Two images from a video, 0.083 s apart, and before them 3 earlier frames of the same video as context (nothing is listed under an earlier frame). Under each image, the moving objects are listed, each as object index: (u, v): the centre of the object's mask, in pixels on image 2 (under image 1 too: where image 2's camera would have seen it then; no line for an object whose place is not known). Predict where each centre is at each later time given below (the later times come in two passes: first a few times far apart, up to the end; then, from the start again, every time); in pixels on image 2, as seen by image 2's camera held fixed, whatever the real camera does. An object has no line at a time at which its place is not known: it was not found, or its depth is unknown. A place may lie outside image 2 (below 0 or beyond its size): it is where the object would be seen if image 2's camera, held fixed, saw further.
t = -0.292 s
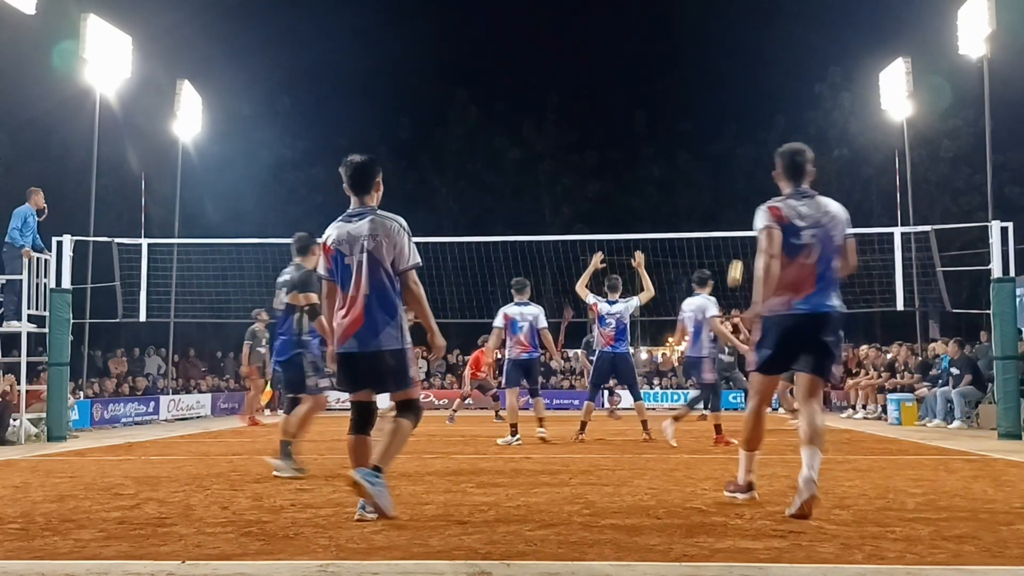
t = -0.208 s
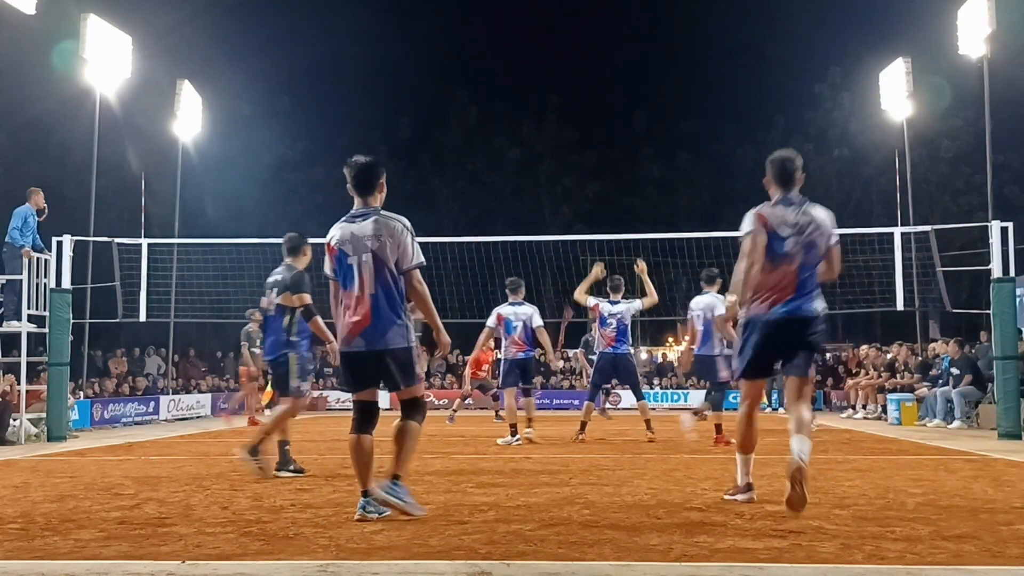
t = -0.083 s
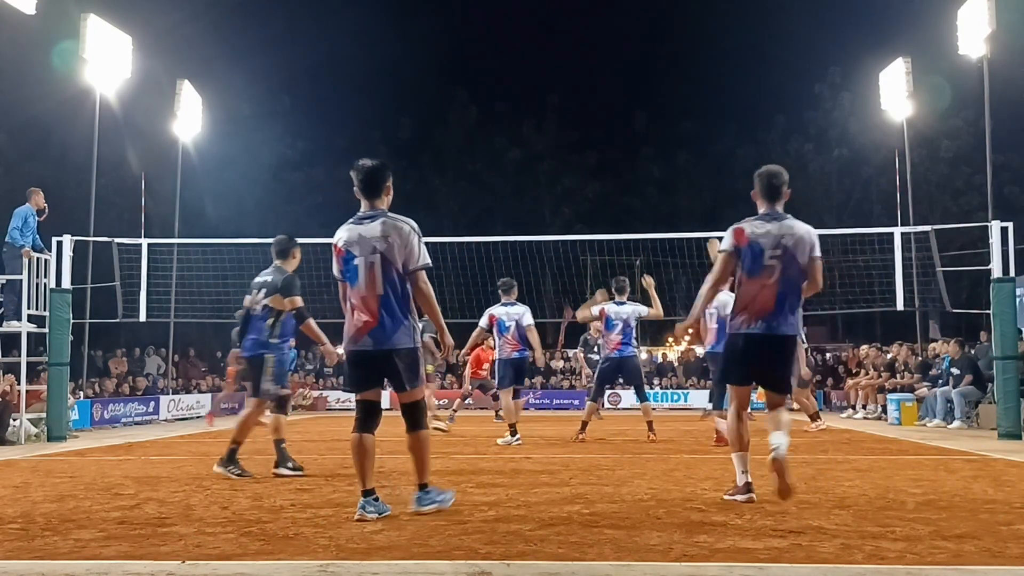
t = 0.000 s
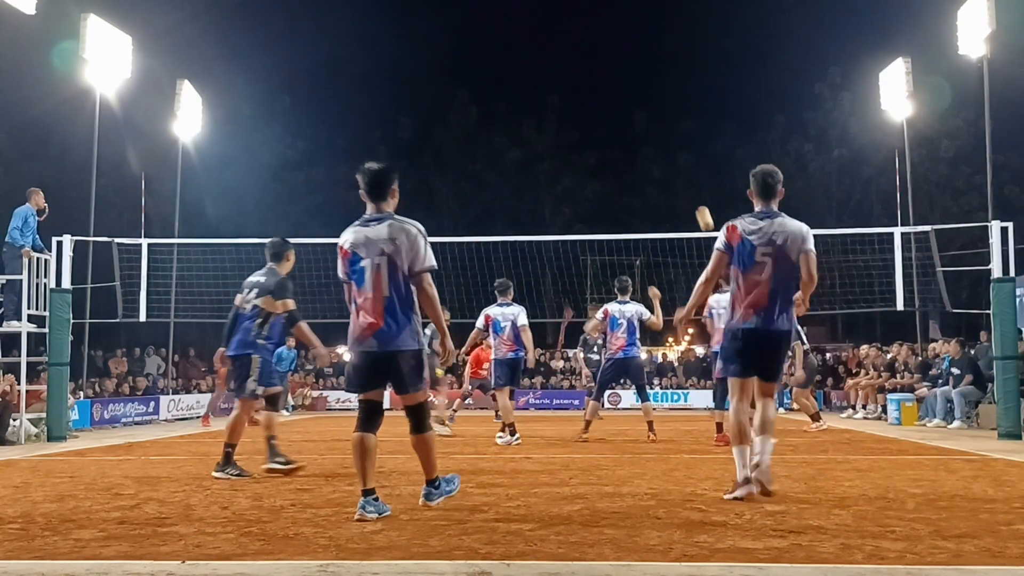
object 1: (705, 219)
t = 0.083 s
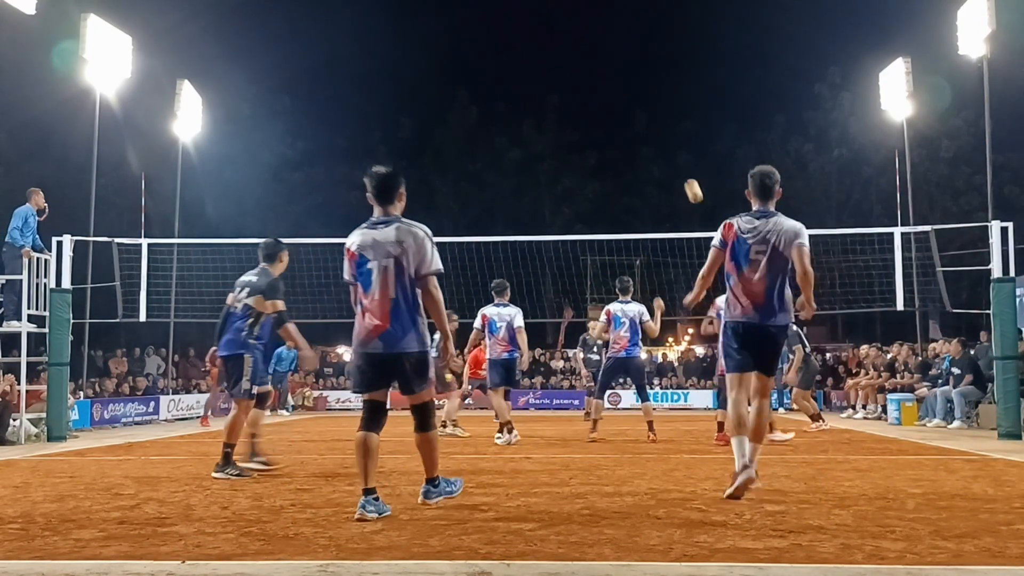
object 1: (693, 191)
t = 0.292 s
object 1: (664, 138)
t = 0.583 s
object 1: (623, 110)
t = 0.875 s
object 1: (579, 139)
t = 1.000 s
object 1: (560, 171)
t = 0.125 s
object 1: (688, 178)
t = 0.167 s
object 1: (682, 167)
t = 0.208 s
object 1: (676, 157)
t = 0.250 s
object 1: (670, 147)
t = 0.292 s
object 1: (664, 138)
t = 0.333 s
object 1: (659, 131)
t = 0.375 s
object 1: (653, 125)
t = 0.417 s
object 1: (647, 119)
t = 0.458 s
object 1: (641, 115)
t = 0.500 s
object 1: (635, 113)
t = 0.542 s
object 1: (629, 111)
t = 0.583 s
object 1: (623, 110)
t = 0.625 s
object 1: (616, 111)
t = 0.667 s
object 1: (610, 112)
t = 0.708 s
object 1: (604, 115)
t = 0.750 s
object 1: (598, 119)
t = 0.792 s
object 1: (592, 124)
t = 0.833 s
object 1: (585, 131)
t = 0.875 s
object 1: (579, 139)
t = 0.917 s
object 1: (573, 148)
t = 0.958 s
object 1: (566, 159)
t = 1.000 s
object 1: (560, 171)
